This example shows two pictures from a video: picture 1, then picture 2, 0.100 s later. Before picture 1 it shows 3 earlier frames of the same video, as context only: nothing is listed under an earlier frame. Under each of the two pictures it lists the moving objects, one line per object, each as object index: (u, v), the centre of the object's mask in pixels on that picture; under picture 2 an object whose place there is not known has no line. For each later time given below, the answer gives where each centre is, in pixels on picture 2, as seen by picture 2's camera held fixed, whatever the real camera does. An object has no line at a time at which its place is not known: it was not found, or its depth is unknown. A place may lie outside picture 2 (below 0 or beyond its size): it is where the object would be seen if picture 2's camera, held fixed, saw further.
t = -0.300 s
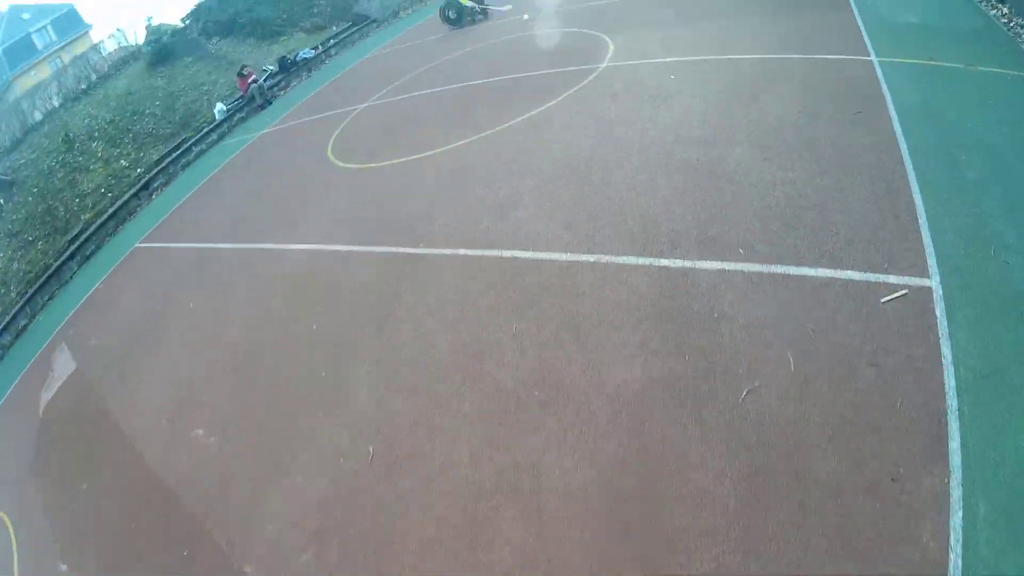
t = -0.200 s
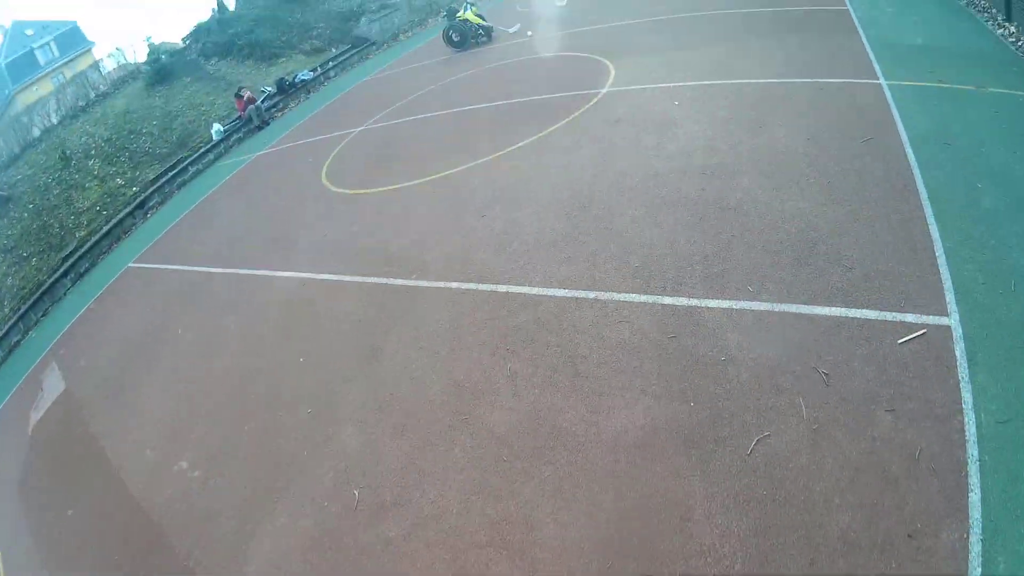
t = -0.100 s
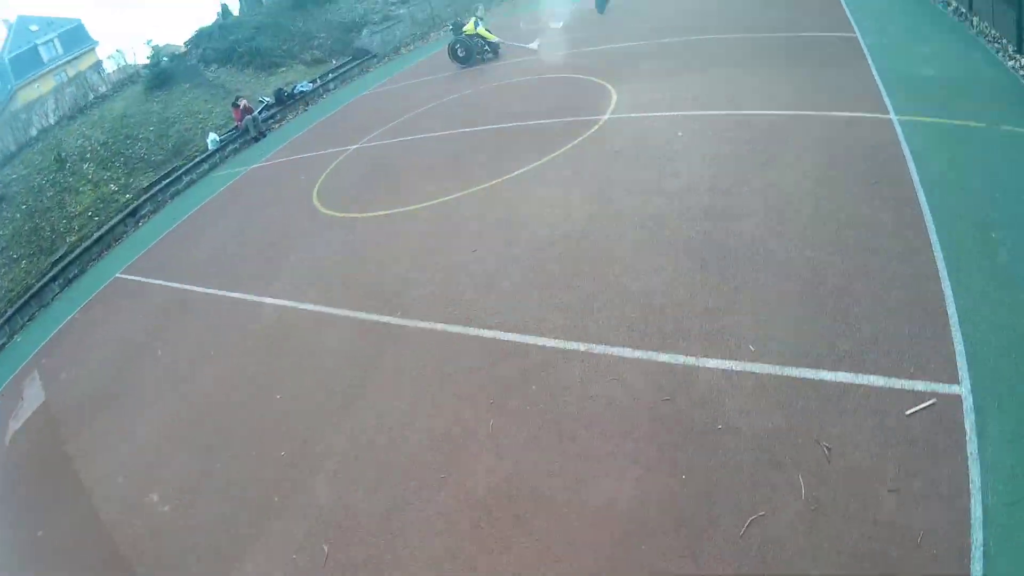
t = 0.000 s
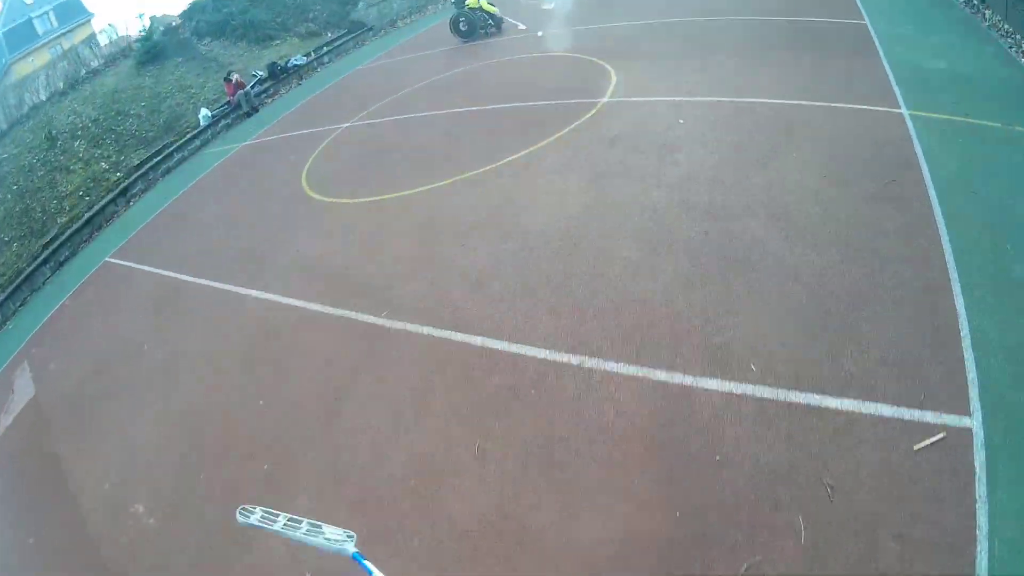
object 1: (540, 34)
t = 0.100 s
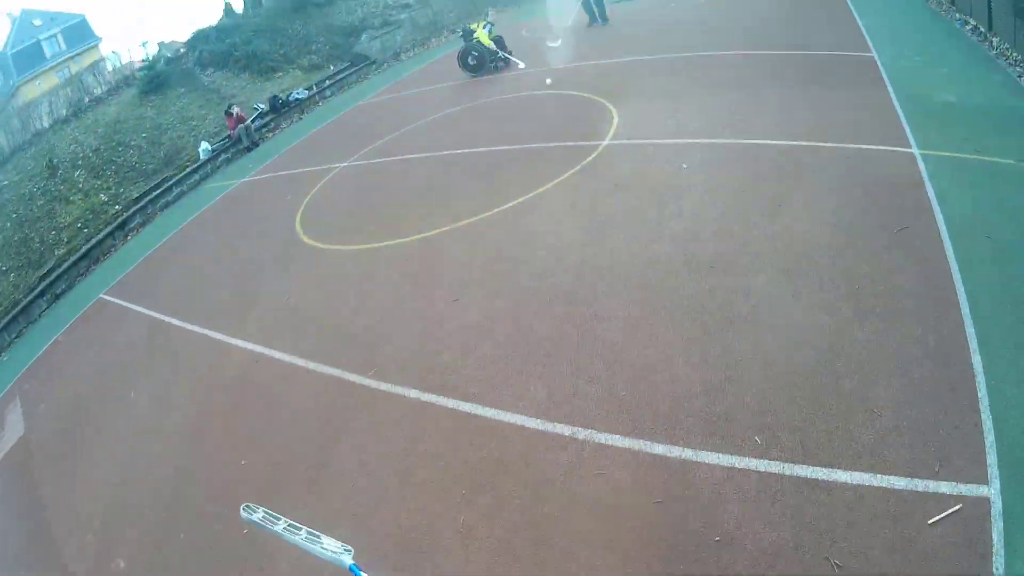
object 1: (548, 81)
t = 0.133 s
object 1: (551, 84)
